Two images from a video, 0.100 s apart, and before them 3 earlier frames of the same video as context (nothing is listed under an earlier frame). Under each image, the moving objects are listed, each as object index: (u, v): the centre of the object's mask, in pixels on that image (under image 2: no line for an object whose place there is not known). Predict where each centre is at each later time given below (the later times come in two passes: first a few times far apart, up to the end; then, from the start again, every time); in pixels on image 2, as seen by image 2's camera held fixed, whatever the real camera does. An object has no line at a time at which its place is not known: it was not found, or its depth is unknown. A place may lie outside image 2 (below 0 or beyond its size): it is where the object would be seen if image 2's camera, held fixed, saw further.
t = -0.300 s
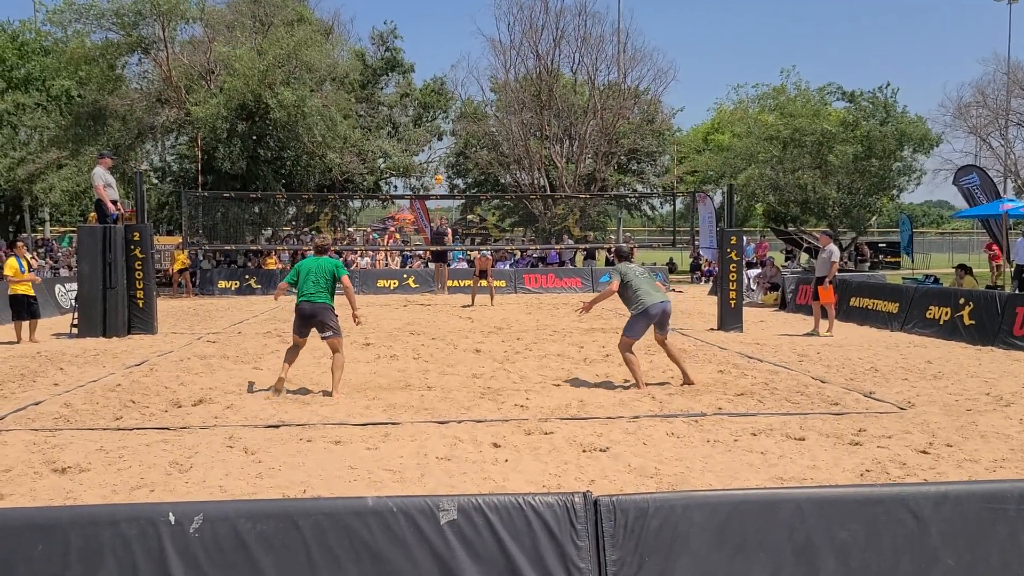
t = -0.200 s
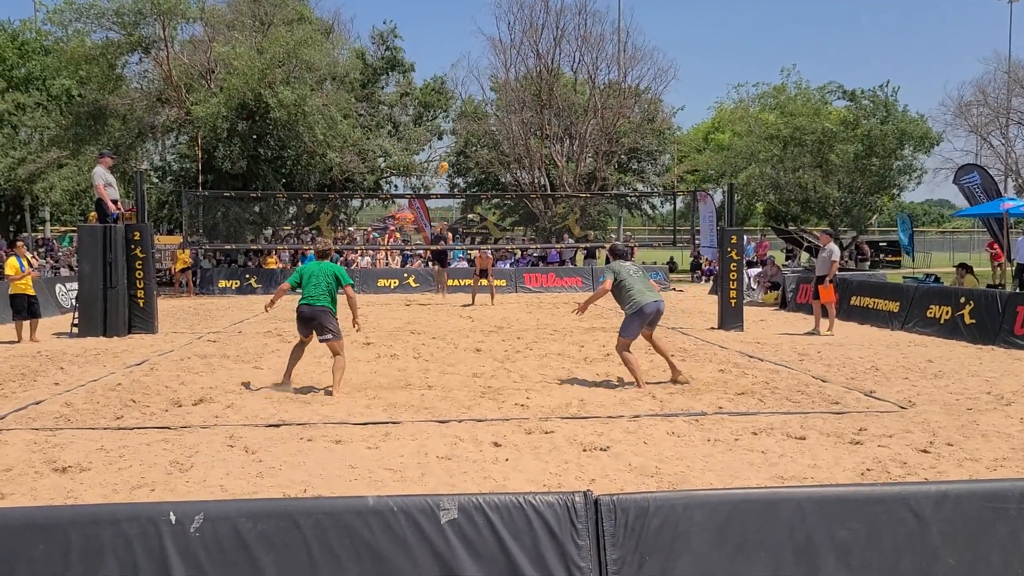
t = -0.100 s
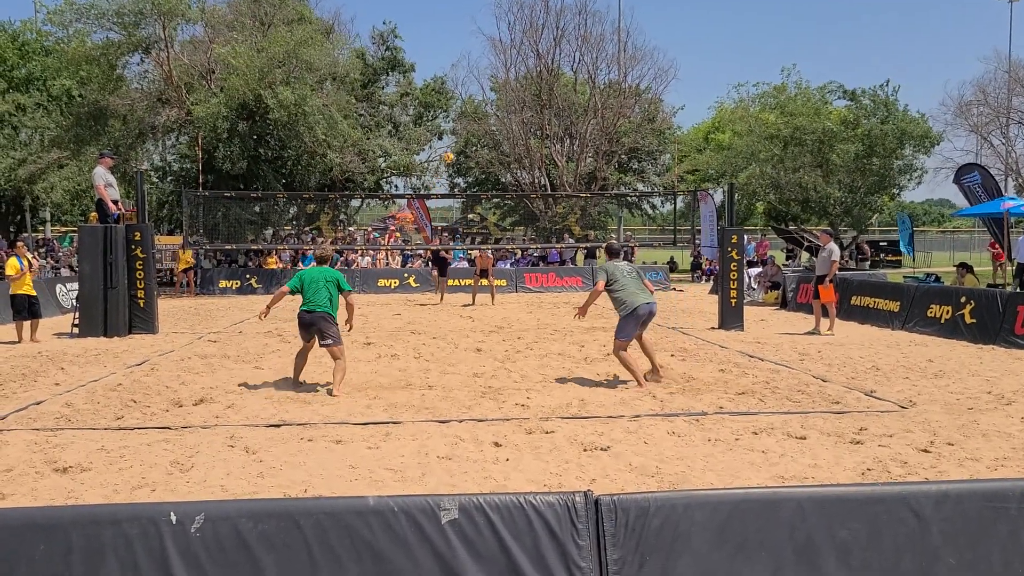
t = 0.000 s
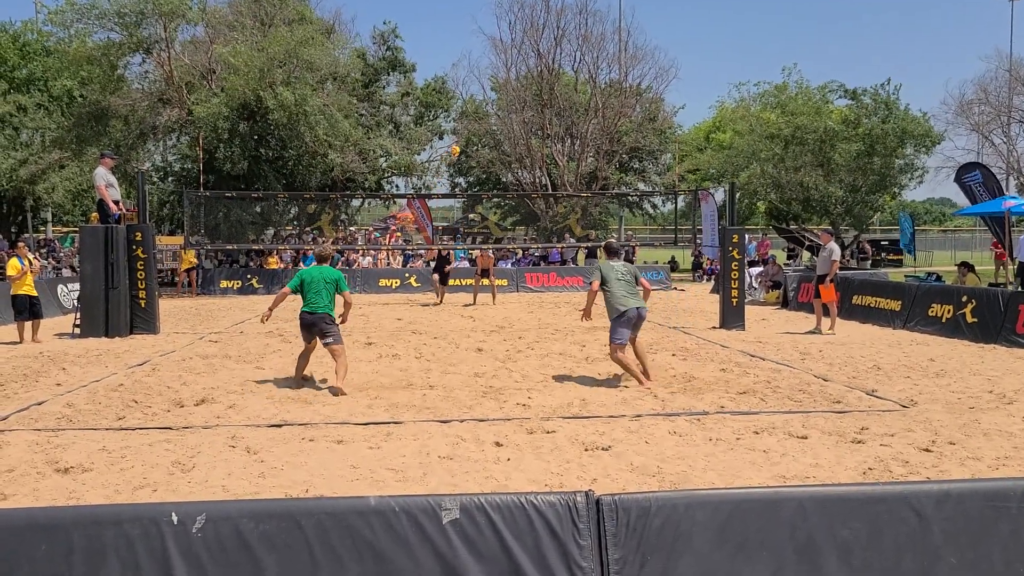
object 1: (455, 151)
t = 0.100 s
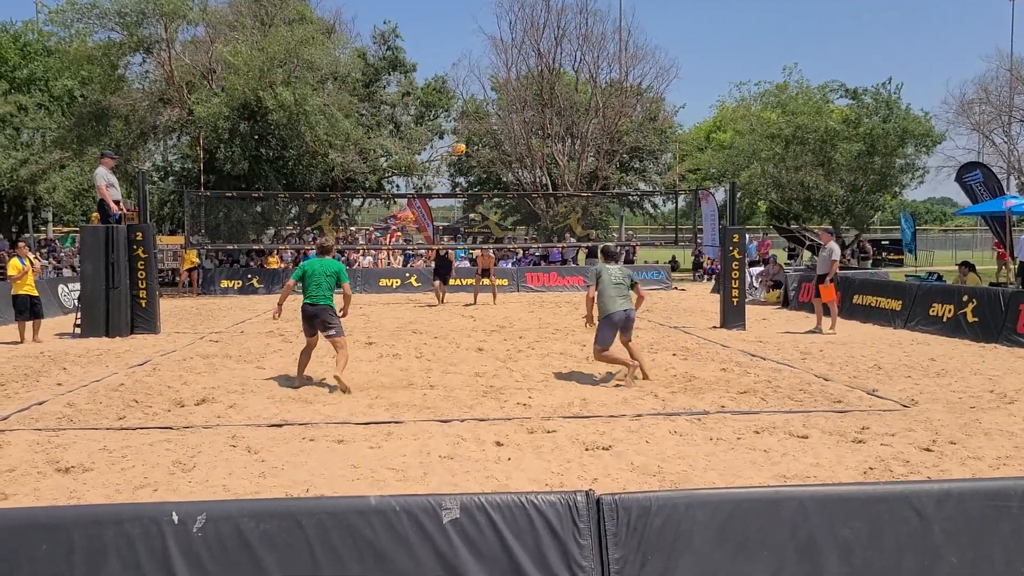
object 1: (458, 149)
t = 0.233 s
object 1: (467, 155)
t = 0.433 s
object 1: (482, 190)
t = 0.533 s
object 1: (490, 224)
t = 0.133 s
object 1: (462, 149)
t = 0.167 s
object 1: (463, 151)
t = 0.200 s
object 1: (465, 152)
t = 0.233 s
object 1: (467, 155)
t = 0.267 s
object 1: (469, 159)
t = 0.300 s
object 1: (472, 163)
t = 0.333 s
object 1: (474, 168)
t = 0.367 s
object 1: (476, 175)
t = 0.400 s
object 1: (479, 182)
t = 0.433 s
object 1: (482, 190)
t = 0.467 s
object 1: (484, 200)
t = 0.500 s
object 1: (487, 211)
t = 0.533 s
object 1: (490, 224)
